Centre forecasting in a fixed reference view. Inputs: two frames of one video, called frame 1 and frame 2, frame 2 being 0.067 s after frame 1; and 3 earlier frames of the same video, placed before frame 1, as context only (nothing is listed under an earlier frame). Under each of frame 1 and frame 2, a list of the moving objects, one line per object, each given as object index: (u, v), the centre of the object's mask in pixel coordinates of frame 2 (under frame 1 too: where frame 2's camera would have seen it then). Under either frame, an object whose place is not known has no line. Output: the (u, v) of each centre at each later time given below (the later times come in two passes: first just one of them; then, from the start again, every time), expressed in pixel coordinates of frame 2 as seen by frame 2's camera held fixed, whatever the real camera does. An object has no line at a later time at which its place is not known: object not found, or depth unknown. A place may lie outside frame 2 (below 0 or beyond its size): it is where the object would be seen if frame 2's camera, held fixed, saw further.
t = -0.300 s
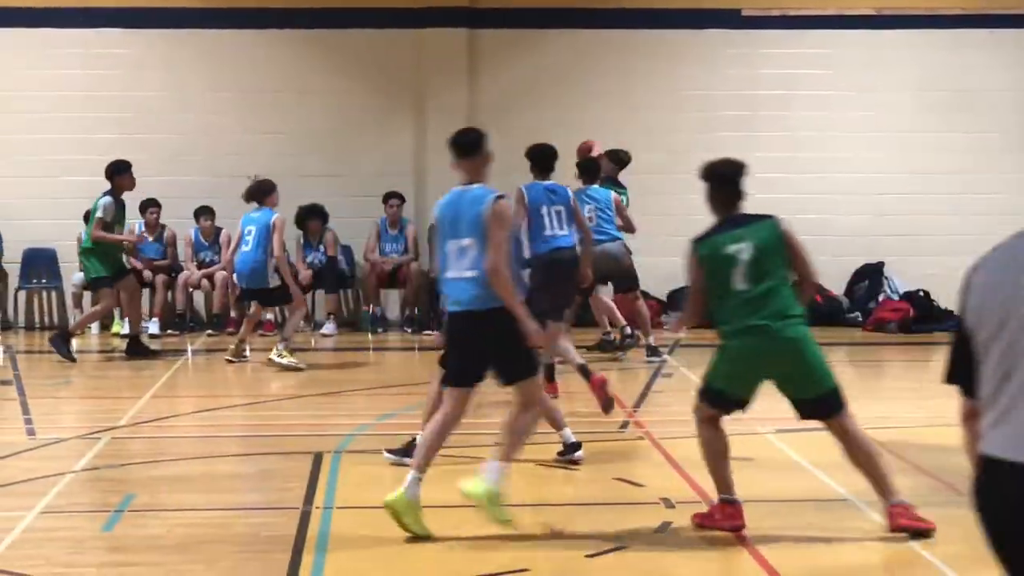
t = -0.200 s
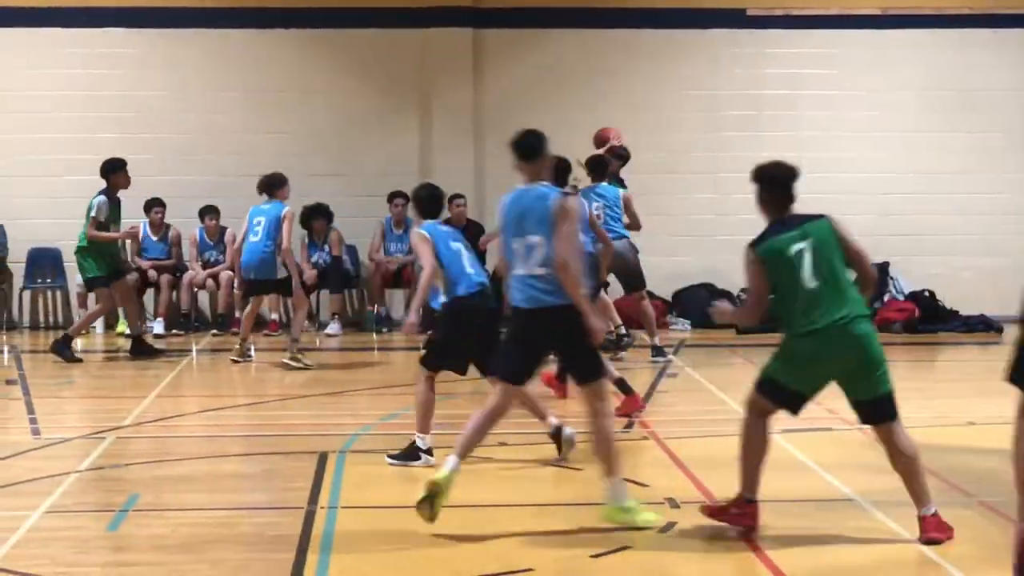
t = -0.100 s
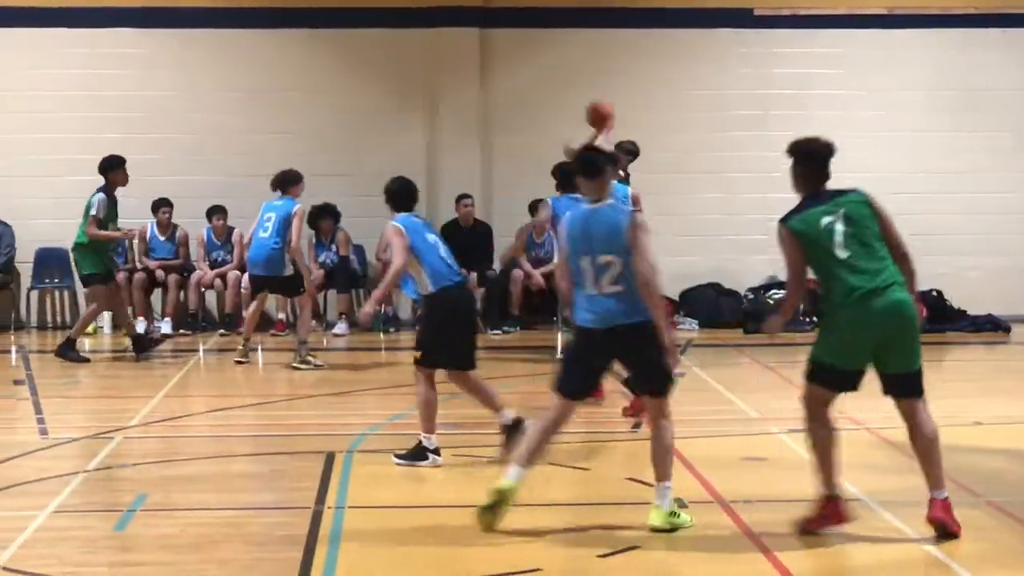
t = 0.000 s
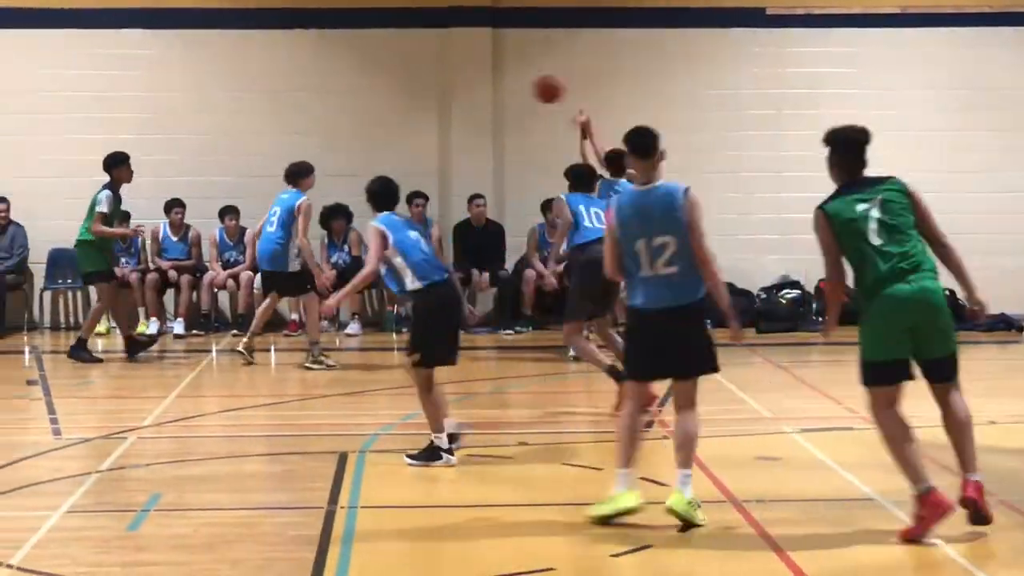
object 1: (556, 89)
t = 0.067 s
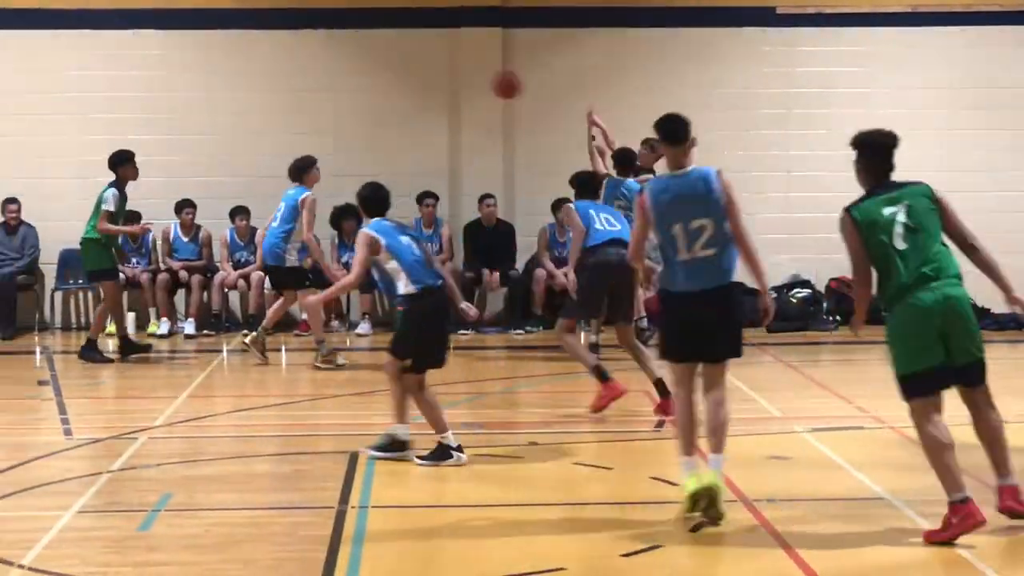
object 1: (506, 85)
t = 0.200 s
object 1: (405, 91)
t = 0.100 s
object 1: (482, 84)
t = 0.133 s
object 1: (456, 85)
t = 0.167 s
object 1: (430, 87)
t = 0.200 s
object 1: (405, 91)
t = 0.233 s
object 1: (379, 97)
